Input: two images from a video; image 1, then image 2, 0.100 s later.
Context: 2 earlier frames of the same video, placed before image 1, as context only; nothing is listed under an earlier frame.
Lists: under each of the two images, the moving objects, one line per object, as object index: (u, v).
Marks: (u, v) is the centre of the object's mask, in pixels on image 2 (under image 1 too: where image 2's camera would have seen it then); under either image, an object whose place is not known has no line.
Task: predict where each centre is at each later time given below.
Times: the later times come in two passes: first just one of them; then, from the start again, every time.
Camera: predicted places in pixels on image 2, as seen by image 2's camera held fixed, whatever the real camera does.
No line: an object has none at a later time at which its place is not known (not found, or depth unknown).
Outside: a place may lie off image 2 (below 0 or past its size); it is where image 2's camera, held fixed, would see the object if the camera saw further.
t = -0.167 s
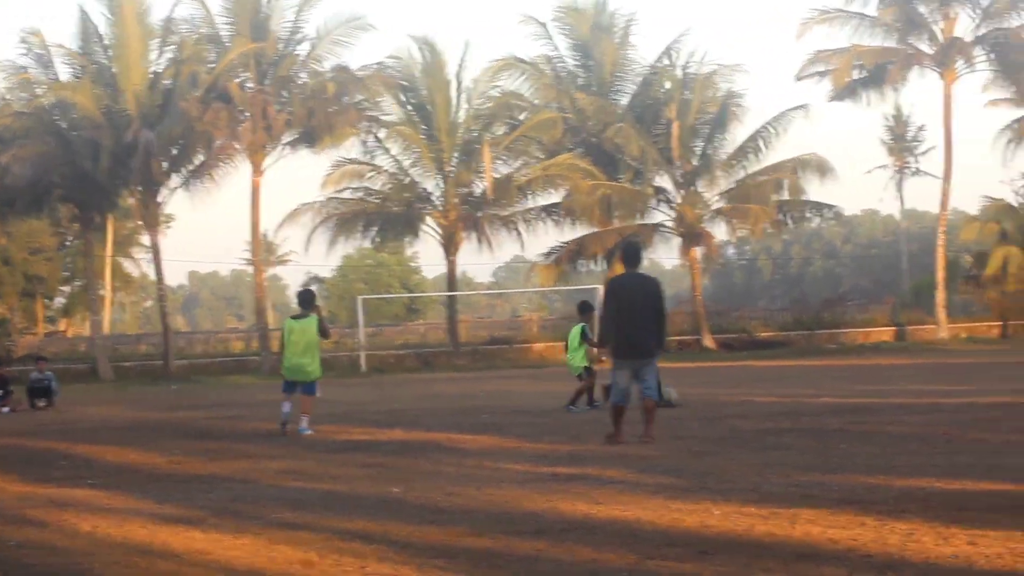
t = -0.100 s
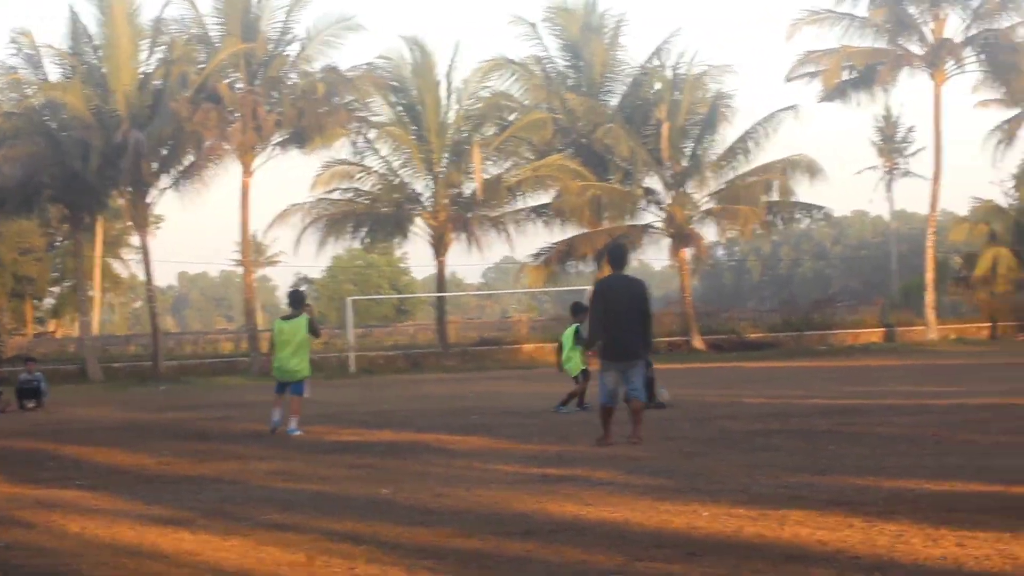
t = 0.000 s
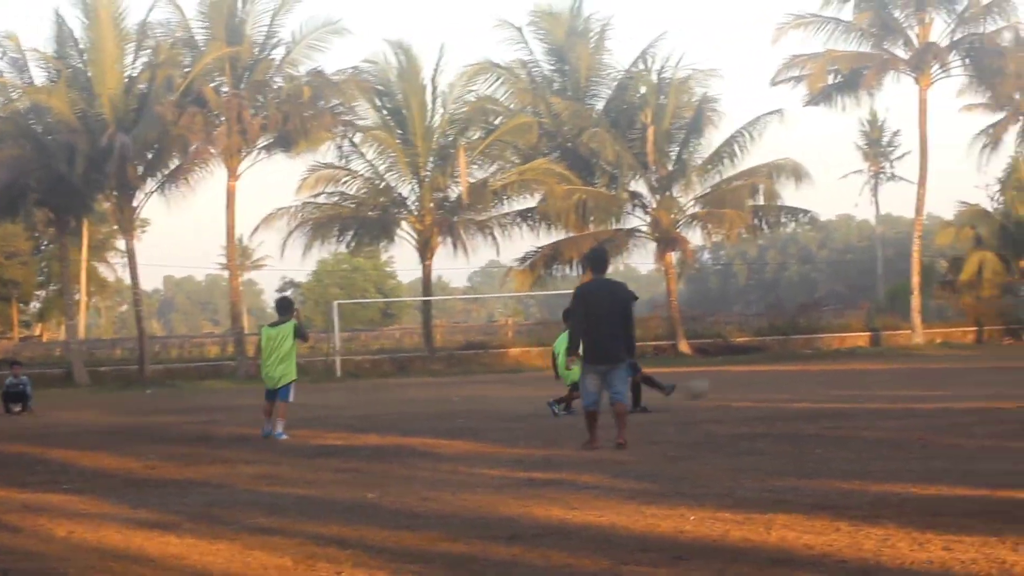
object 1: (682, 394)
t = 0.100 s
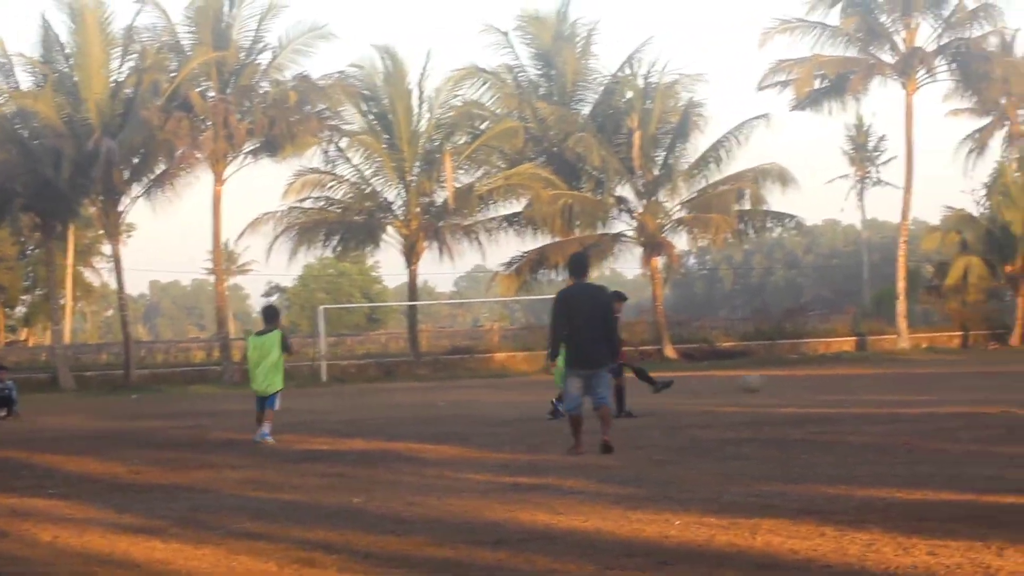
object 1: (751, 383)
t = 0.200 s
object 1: (823, 379)
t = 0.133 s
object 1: (776, 381)
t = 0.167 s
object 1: (799, 381)
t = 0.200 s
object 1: (823, 379)
